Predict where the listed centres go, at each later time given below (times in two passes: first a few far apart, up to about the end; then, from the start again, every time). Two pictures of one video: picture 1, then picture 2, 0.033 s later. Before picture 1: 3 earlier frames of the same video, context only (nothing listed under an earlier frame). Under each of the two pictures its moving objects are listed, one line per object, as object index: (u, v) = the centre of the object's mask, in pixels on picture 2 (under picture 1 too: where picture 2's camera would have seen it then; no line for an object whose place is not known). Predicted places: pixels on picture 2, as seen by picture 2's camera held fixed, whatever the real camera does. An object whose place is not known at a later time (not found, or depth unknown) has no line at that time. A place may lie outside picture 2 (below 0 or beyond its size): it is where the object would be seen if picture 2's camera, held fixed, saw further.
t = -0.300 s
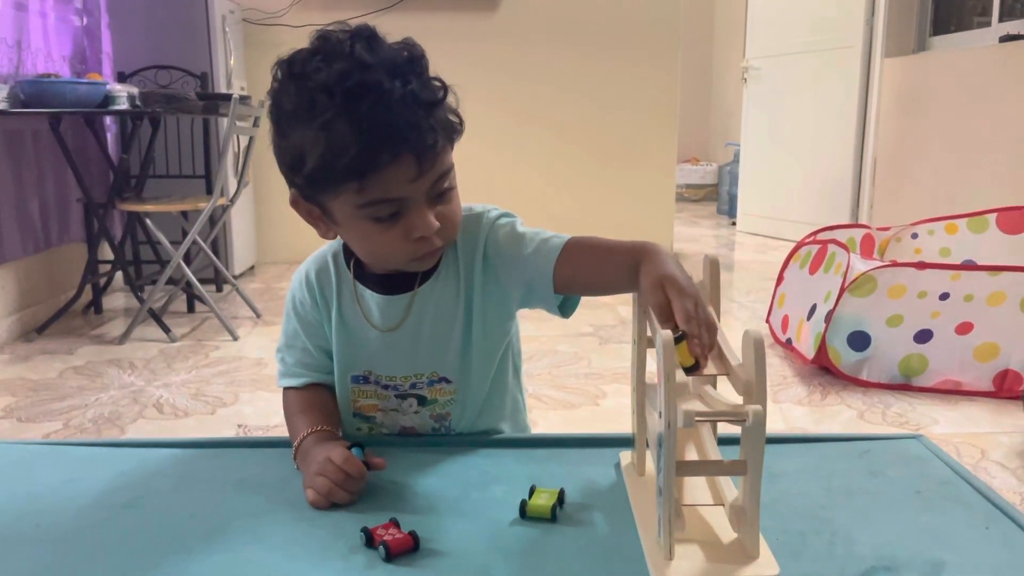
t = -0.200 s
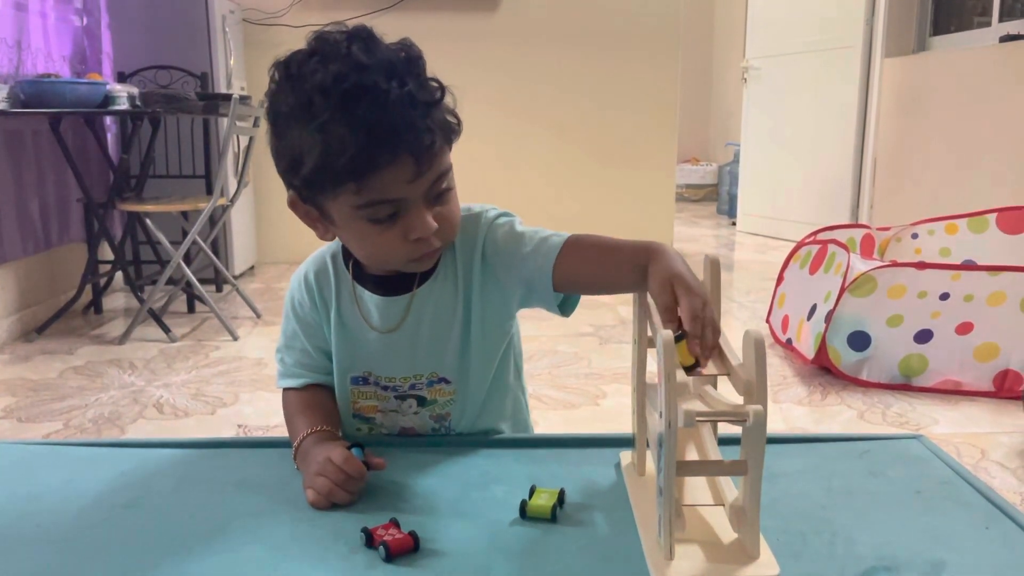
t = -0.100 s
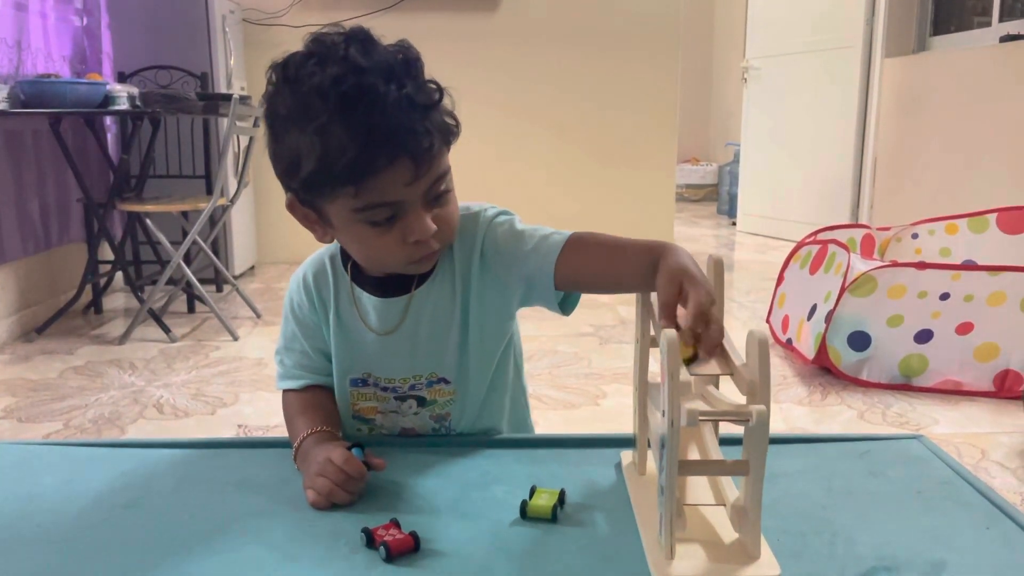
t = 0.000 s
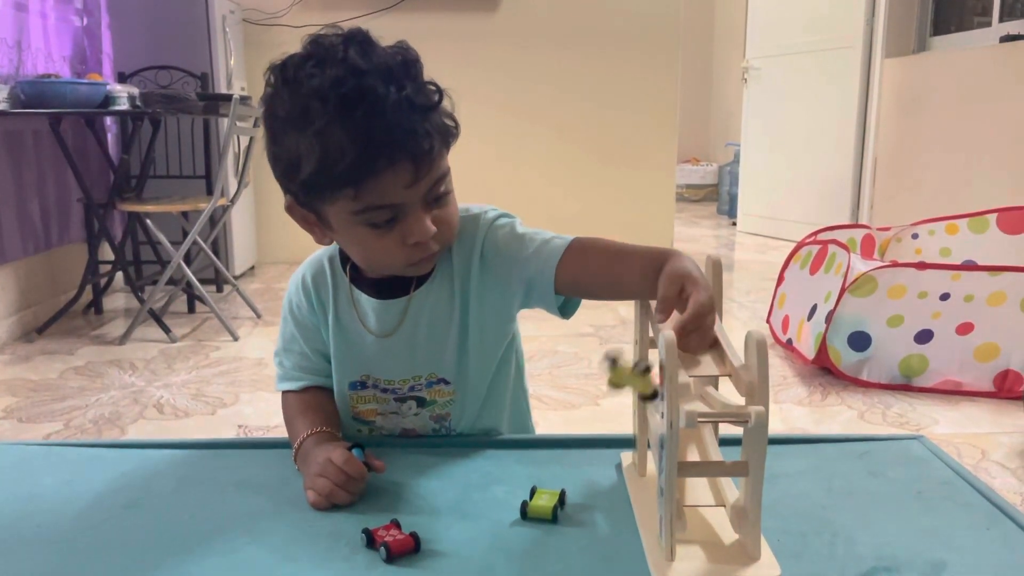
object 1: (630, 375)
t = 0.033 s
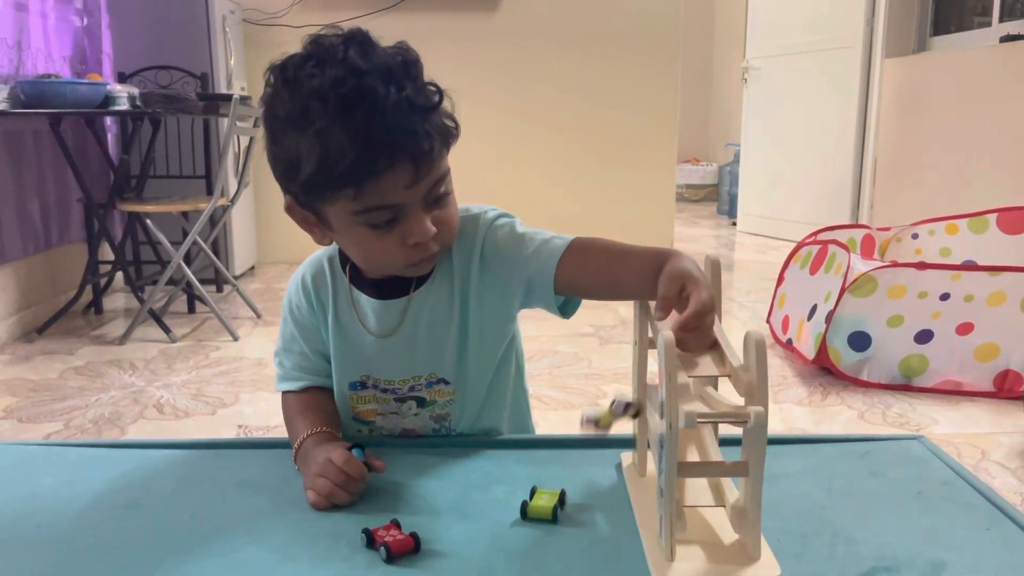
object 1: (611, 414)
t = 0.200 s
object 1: (549, 515)
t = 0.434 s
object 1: (494, 551)
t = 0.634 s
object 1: (476, 557)
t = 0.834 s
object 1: (476, 557)
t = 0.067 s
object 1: (593, 464)
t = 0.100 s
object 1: (580, 495)
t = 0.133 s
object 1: (570, 504)
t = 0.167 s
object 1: (562, 508)
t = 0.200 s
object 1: (549, 515)
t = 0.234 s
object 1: (540, 529)
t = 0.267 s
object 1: (530, 539)
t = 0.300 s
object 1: (520, 542)
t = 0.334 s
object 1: (513, 544)
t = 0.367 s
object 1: (506, 546)
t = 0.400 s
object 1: (499, 549)
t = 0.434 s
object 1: (494, 551)
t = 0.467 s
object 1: (489, 552)
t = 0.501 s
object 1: (485, 554)
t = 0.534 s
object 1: (481, 555)
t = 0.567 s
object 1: (479, 556)
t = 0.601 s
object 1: (477, 556)
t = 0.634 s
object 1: (476, 557)
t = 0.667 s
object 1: (476, 557)
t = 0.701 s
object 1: (476, 557)
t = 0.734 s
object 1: (476, 557)
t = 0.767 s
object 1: (476, 557)
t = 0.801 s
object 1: (476, 557)
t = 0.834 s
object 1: (476, 557)
